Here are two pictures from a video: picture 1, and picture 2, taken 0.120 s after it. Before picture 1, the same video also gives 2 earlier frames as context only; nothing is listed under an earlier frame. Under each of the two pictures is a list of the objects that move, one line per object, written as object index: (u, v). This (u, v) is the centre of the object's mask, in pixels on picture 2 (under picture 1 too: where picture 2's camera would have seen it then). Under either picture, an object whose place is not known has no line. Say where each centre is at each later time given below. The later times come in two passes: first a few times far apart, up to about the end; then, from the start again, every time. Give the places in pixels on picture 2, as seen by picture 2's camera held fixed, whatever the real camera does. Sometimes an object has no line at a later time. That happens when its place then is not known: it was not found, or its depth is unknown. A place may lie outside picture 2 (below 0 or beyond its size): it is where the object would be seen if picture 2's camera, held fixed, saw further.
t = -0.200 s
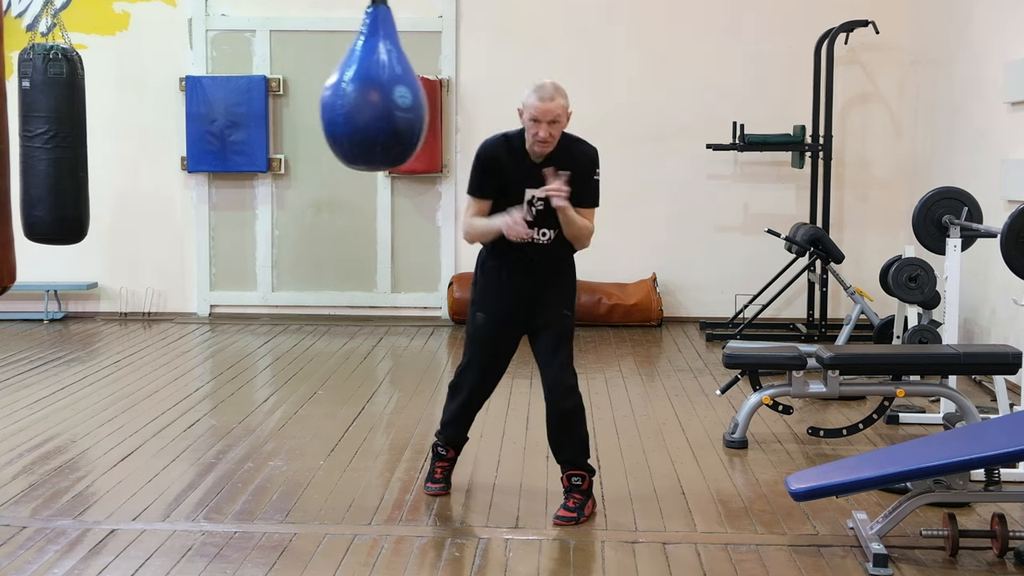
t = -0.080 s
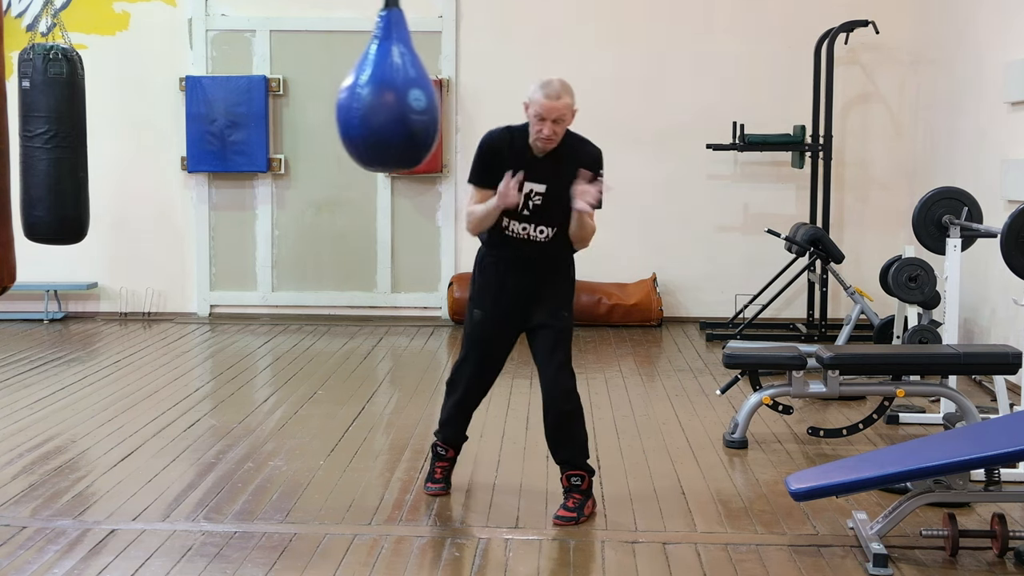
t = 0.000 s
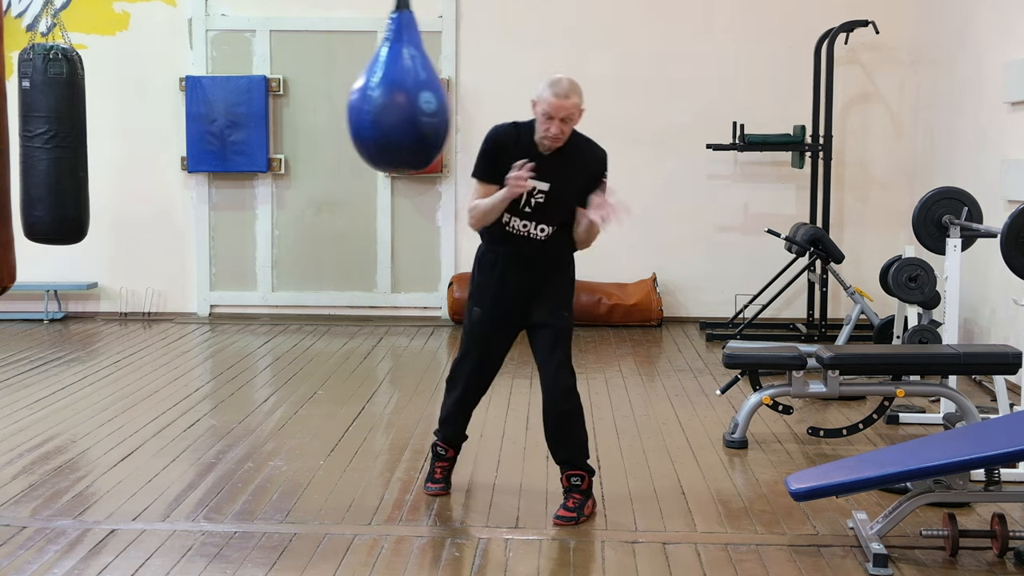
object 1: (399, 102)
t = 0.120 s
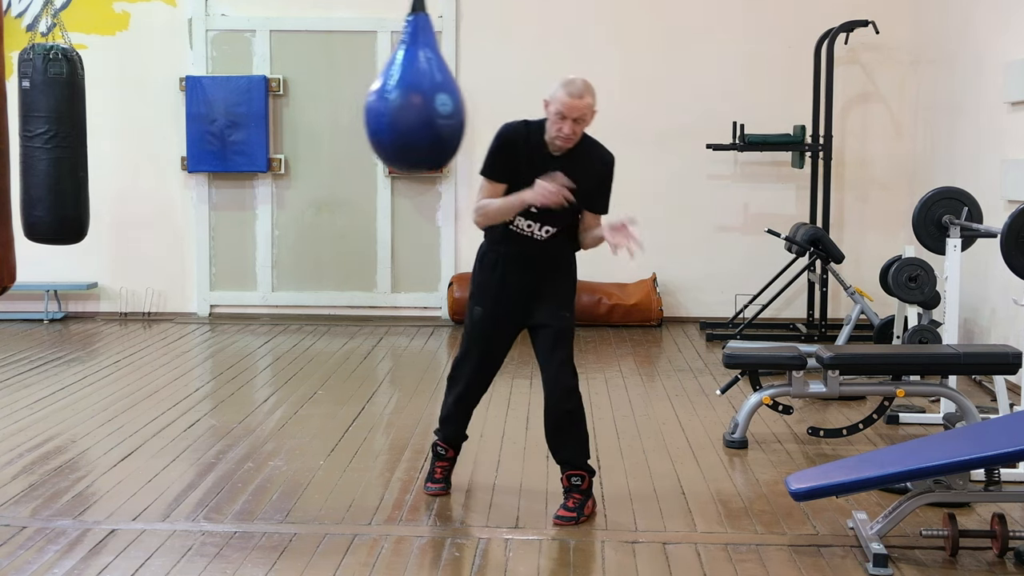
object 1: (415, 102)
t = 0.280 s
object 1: (436, 103)
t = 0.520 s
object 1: (463, 101)
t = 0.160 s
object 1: (421, 103)
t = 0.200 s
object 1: (426, 103)
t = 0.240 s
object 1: (431, 103)
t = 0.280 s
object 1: (436, 103)
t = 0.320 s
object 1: (441, 103)
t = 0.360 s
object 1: (446, 102)
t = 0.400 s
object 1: (450, 102)
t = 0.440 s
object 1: (455, 102)
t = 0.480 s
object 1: (459, 101)
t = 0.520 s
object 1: (463, 101)
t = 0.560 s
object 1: (467, 101)
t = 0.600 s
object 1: (471, 100)
